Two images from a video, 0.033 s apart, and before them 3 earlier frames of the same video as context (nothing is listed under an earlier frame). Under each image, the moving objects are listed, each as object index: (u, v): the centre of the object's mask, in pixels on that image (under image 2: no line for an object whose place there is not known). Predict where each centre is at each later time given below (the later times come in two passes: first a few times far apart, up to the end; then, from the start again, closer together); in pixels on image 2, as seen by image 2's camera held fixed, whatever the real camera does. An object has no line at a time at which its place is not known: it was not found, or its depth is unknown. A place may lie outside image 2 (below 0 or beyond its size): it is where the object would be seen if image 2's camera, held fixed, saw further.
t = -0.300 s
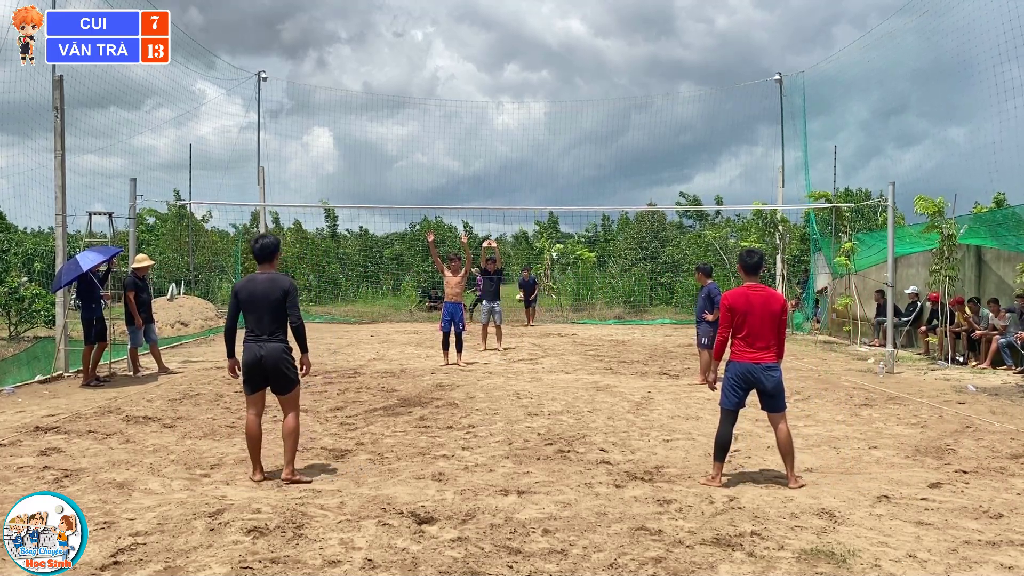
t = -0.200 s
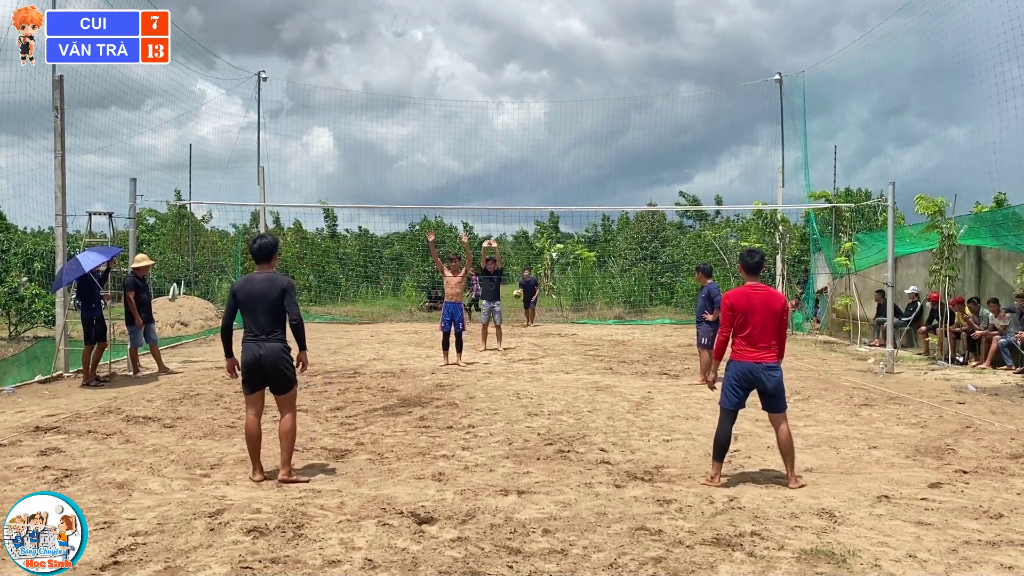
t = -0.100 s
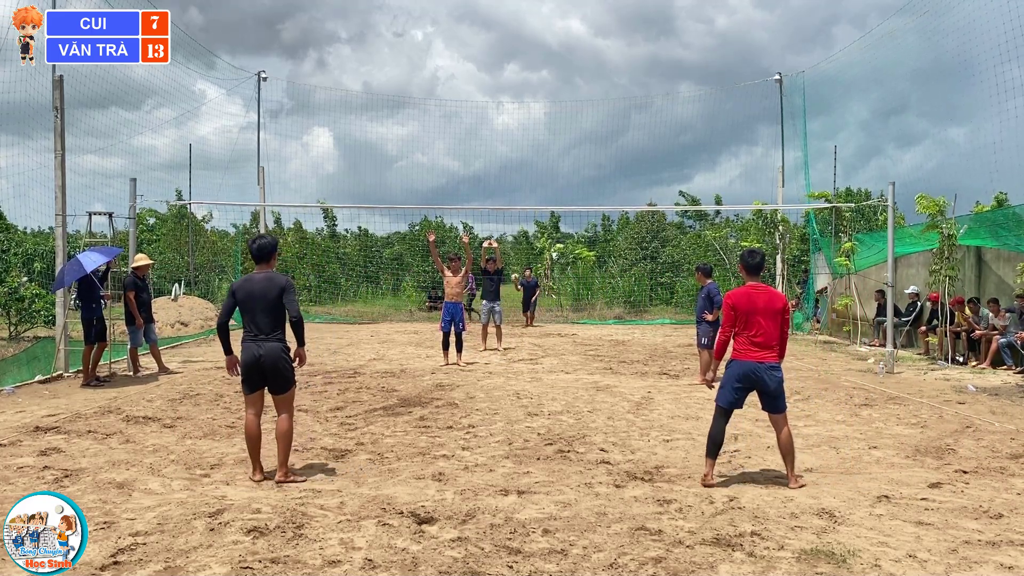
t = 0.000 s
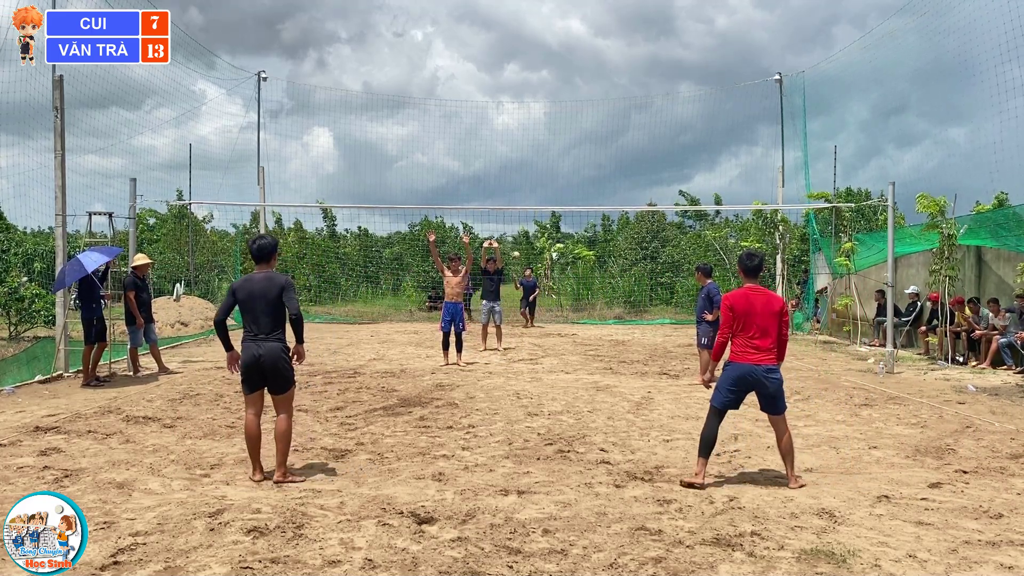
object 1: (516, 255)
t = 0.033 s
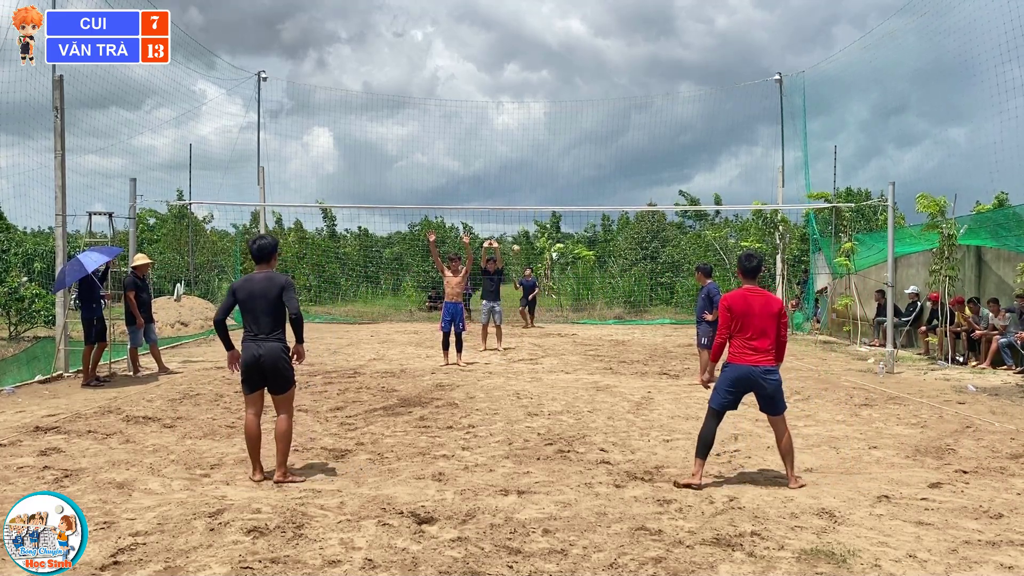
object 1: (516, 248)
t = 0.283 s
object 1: (516, 213)
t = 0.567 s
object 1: (516, 202)
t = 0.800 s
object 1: (515, 219)
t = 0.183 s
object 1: (516, 224)
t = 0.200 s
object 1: (516, 222)
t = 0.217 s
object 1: (516, 220)
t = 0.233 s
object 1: (516, 218)
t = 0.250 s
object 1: (516, 216)
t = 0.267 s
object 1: (516, 214)
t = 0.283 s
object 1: (516, 213)
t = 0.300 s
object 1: (516, 213)
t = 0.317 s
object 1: (516, 212)
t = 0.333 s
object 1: (516, 211)
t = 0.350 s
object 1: (516, 205)
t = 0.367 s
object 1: (516, 204)
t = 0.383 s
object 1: (516, 204)
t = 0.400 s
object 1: (516, 203)
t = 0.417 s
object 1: (516, 203)
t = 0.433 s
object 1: (516, 203)
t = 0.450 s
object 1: (516, 202)
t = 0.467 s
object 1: (516, 202)
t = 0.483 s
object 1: (516, 202)
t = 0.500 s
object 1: (516, 202)
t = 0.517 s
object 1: (516, 202)
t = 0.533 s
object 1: (516, 202)
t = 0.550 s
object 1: (516, 202)
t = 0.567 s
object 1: (516, 202)
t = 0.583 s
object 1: (516, 202)
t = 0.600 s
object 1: (516, 203)
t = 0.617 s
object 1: (516, 203)
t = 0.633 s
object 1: (516, 203)
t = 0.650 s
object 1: (516, 204)
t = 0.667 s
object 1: (516, 204)
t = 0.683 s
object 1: (516, 207)
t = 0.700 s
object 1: (516, 209)
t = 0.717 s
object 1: (516, 212)
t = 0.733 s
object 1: (516, 213)
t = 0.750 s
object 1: (515, 214)
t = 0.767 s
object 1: (515, 215)
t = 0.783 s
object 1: (515, 217)
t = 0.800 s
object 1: (515, 219)
